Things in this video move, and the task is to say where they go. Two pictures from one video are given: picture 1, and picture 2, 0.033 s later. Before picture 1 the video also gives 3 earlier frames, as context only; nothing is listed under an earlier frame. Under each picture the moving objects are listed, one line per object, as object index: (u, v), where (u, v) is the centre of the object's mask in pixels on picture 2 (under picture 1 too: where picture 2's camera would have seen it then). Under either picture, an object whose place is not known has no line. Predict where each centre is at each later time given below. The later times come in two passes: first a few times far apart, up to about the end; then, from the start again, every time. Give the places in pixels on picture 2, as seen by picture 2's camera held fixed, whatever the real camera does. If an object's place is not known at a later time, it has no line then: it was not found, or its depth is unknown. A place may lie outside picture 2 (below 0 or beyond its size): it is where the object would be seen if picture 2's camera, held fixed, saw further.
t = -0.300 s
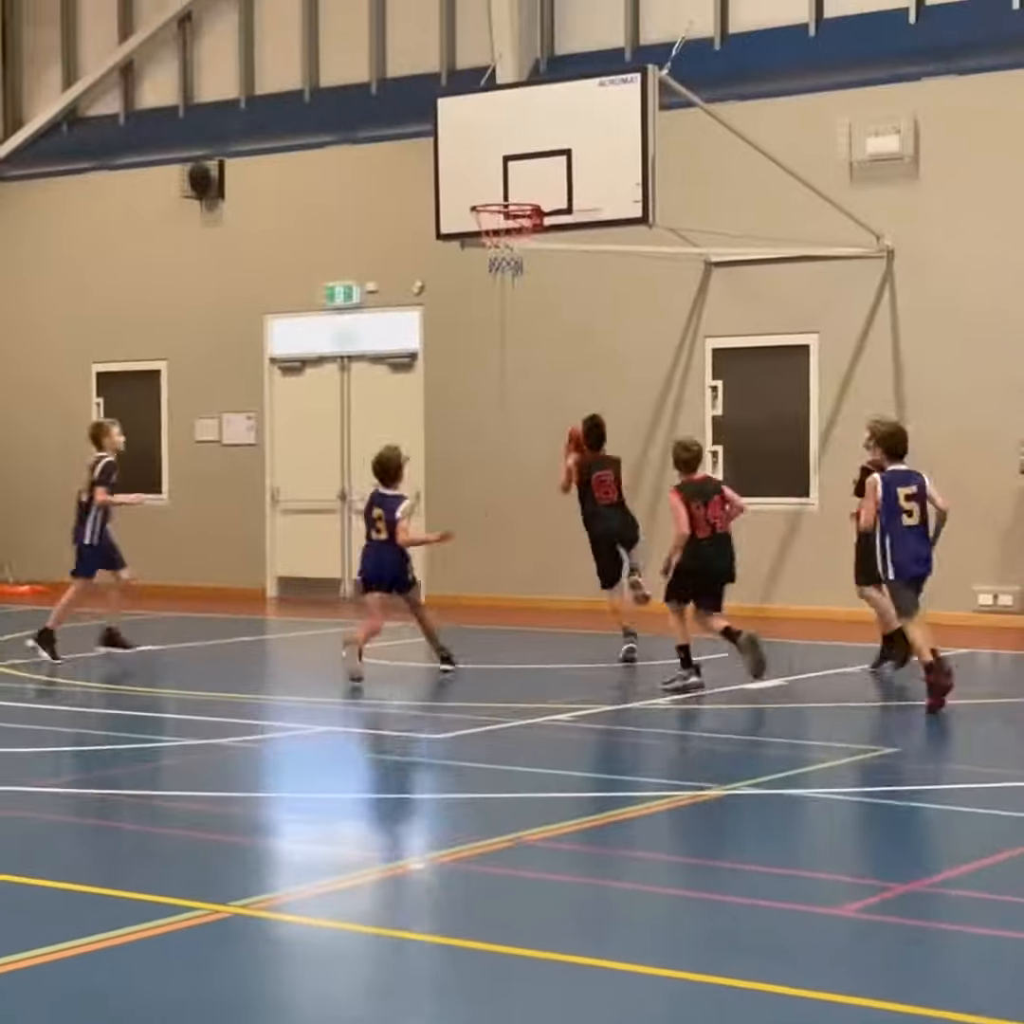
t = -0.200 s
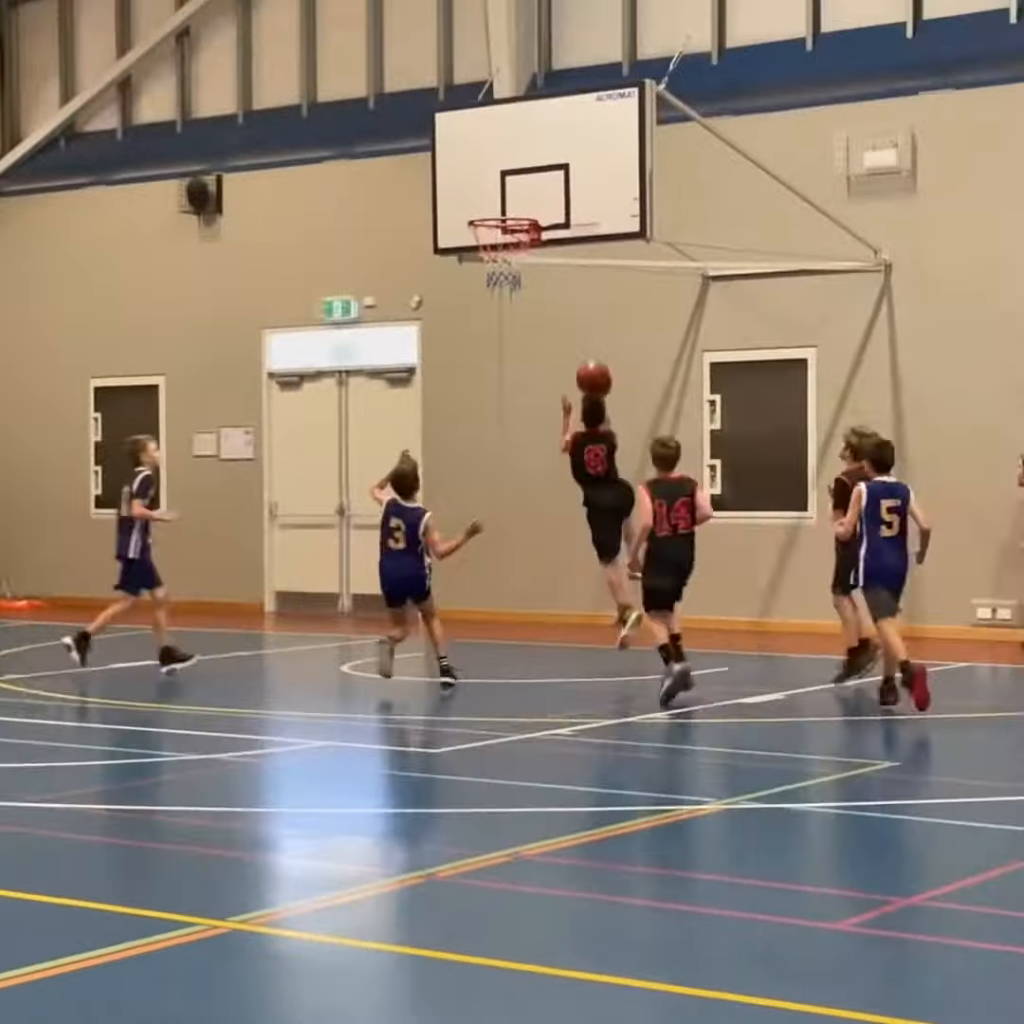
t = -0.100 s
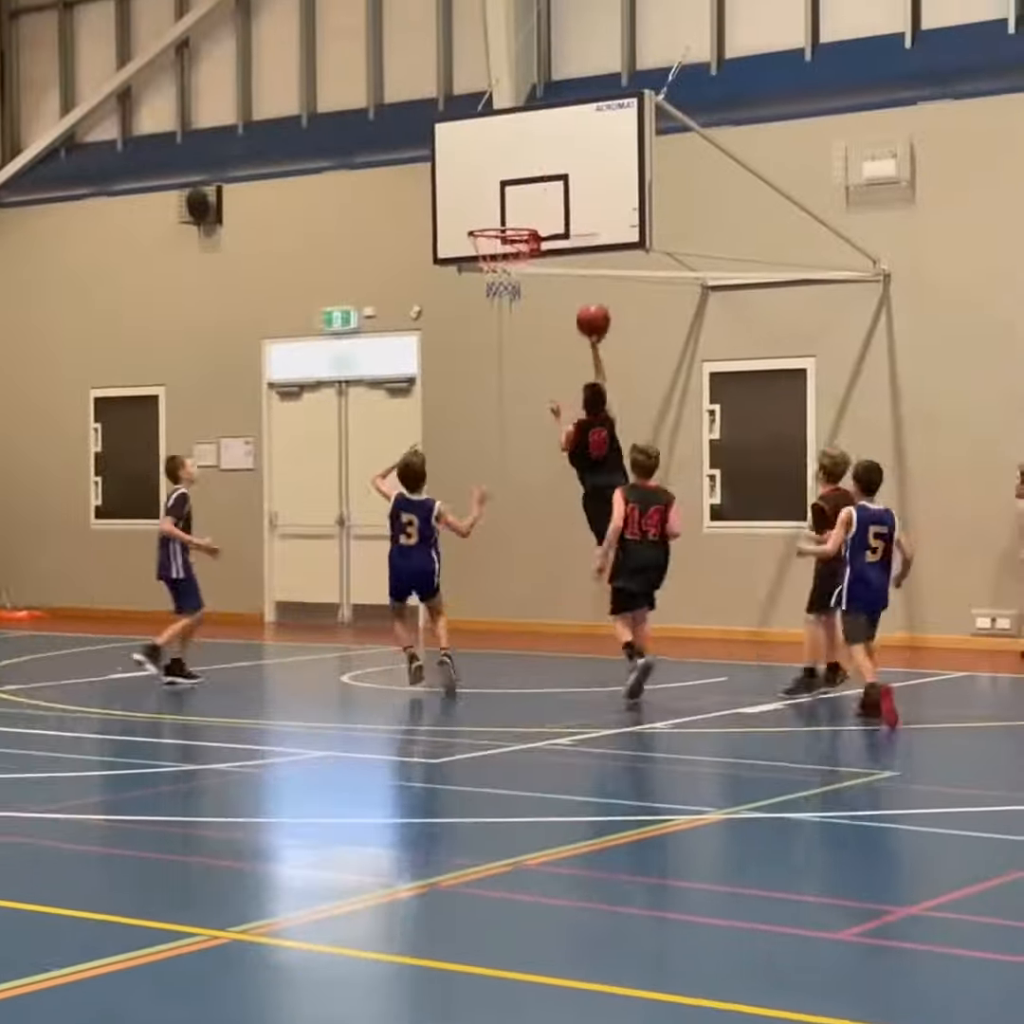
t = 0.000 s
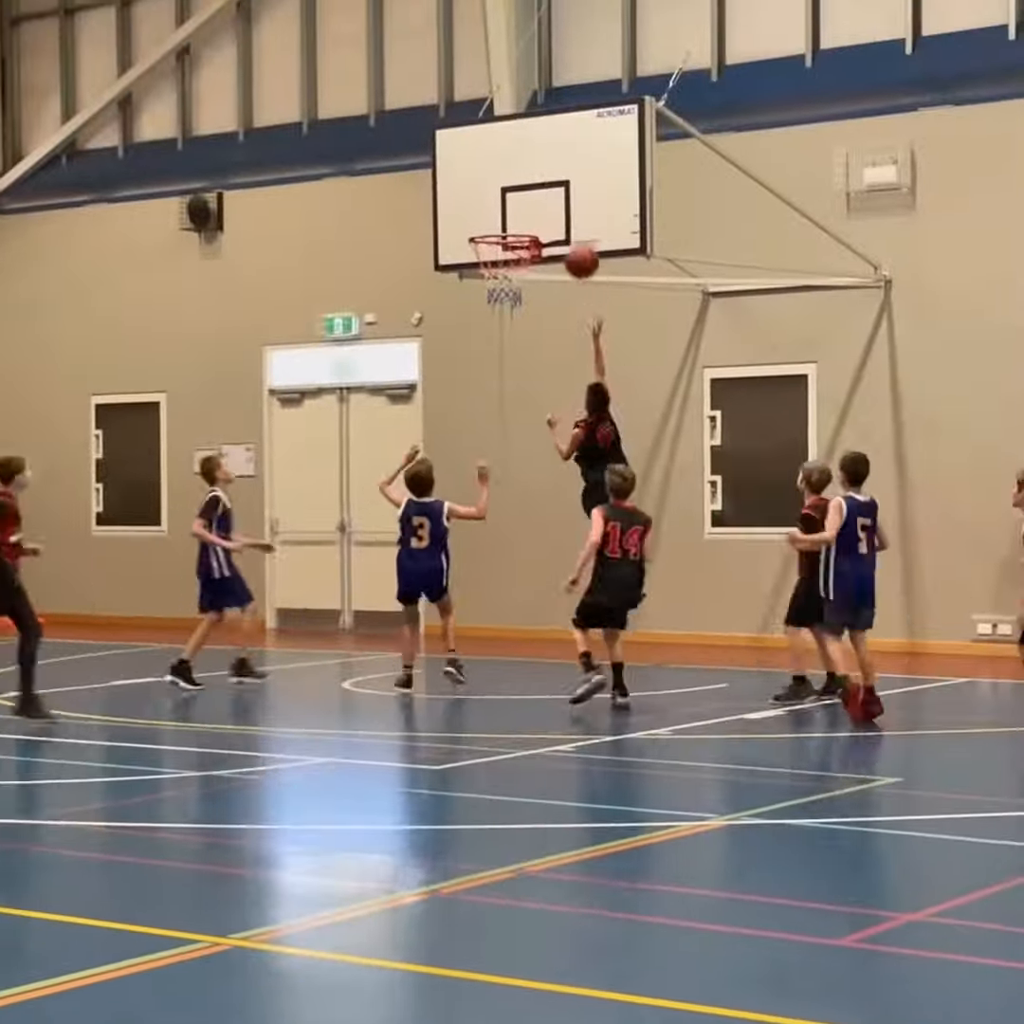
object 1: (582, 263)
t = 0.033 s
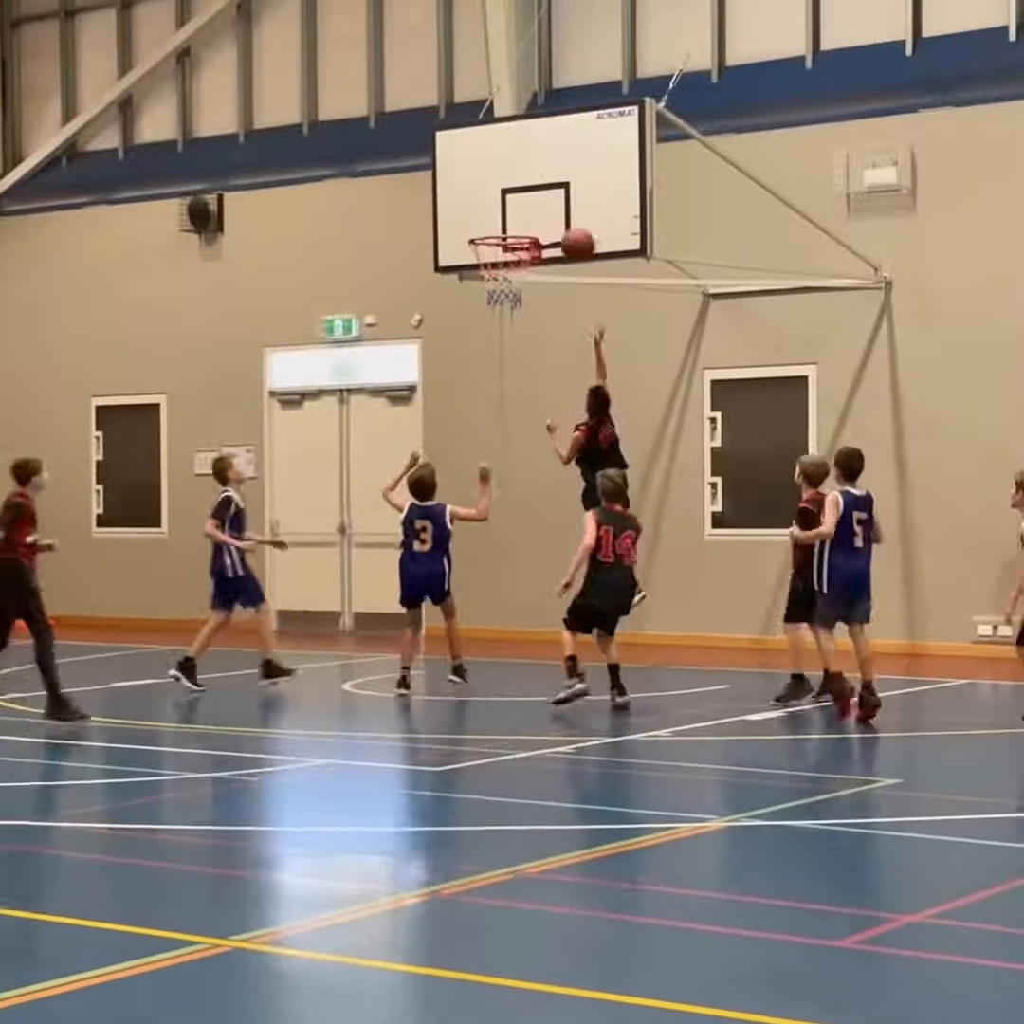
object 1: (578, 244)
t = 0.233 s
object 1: (549, 178)
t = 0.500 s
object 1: (494, 195)
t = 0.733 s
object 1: (498, 209)
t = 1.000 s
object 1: (517, 215)
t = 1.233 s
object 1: (491, 239)
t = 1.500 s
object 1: (492, 298)
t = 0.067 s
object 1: (573, 228)
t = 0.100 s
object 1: (569, 214)
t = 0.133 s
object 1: (565, 201)
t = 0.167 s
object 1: (561, 191)
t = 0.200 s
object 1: (557, 183)
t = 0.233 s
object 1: (549, 178)
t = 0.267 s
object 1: (542, 174)
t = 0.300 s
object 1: (535, 173)
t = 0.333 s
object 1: (528, 172)
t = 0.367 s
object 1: (521, 173)
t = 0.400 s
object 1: (514, 176)
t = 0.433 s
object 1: (507, 181)
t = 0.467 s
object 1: (501, 187)
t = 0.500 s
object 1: (494, 195)
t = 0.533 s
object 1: (486, 205)
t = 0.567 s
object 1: (480, 215)
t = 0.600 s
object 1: (476, 223)
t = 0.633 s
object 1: (482, 218)
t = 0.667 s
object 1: (487, 213)
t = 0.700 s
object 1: (492, 210)
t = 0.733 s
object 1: (498, 209)
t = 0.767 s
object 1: (503, 208)
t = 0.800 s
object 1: (509, 210)
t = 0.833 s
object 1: (515, 213)
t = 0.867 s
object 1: (520, 218)
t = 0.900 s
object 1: (526, 222)
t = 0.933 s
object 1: (525, 221)
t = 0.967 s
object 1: (521, 217)
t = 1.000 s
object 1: (517, 215)
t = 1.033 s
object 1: (514, 213)
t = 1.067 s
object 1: (510, 214)
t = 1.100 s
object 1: (506, 216)
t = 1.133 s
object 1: (502, 219)
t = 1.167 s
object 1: (499, 222)
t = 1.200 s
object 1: (495, 230)
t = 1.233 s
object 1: (491, 239)
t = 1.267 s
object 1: (487, 249)
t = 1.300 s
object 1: (485, 257)
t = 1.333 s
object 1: (482, 261)
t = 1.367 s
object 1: (482, 266)
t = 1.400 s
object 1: (483, 270)
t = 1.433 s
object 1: (485, 282)
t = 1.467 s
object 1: (489, 291)
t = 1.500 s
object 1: (492, 298)
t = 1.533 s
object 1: (493, 308)
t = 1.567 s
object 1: (496, 318)
